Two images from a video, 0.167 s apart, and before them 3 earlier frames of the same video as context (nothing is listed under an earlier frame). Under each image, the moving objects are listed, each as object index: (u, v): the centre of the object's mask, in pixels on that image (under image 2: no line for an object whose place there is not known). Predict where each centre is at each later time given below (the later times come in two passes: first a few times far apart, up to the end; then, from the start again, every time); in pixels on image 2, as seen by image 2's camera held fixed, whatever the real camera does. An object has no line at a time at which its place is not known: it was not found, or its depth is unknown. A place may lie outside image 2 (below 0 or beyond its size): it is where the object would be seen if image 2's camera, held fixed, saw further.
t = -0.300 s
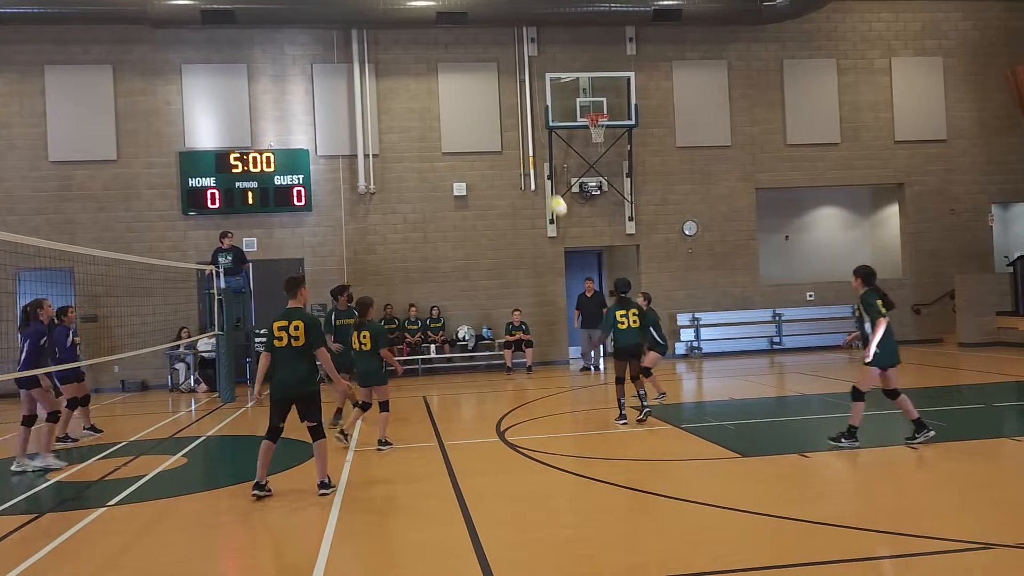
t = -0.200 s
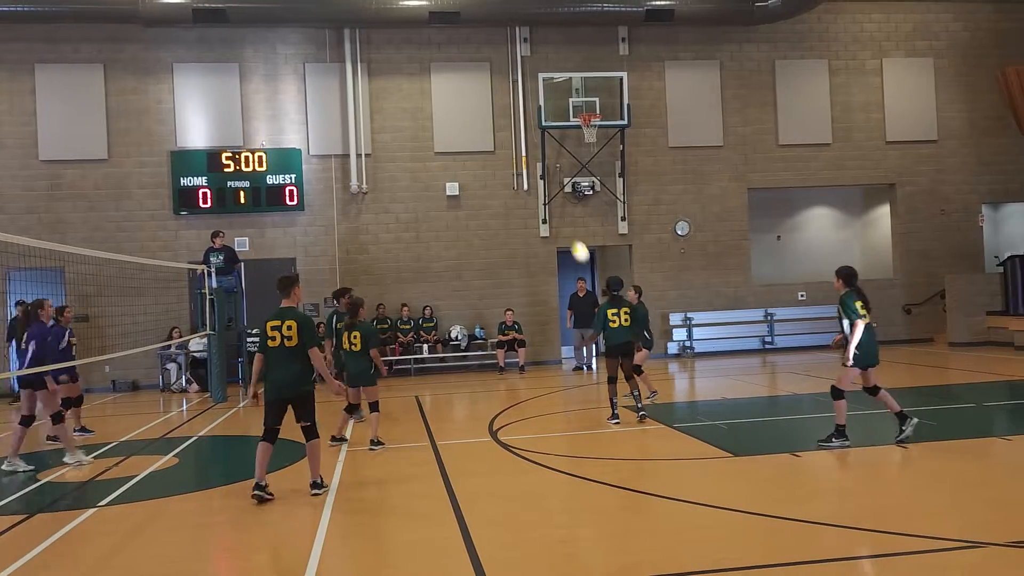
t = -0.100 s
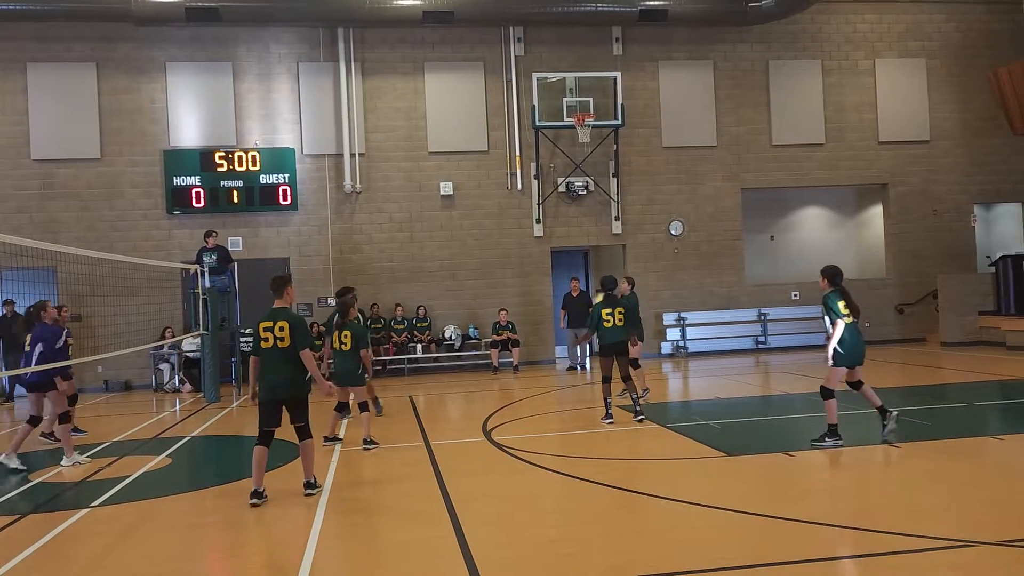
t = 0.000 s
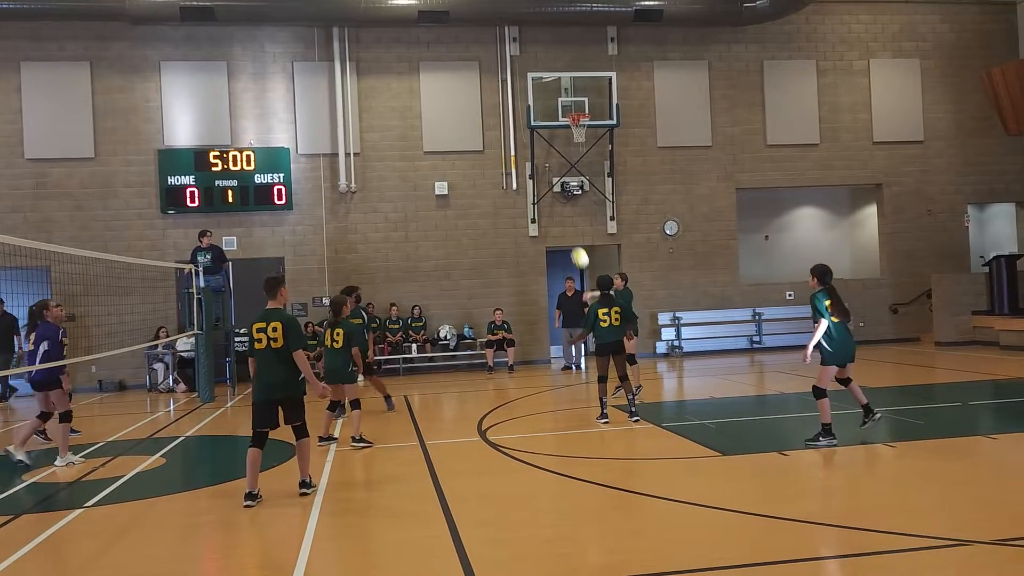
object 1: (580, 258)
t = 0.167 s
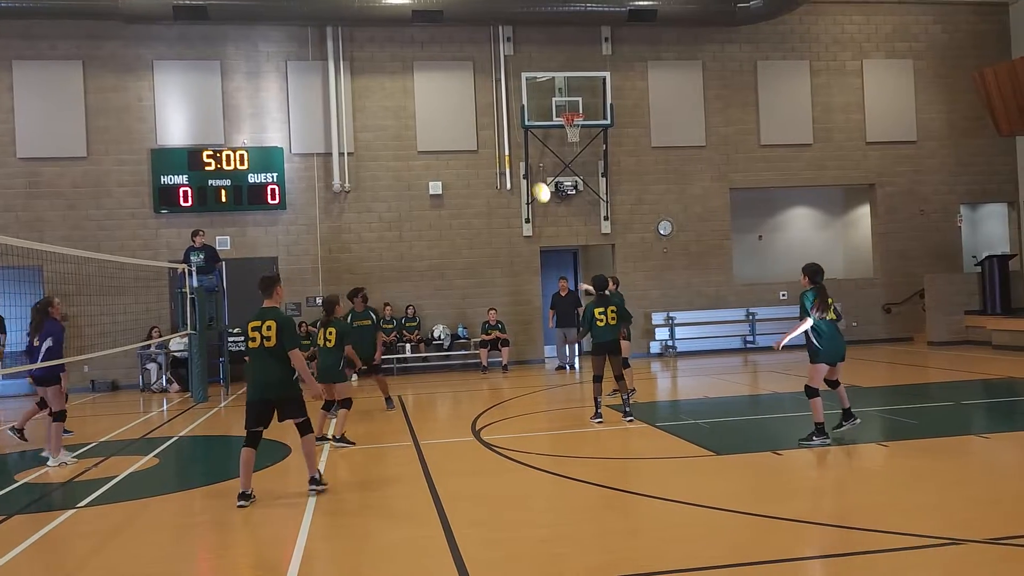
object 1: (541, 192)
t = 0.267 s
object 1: (522, 162)
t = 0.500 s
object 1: (478, 119)
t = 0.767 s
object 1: (428, 122)
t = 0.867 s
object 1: (410, 137)
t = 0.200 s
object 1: (535, 181)
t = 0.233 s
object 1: (529, 171)
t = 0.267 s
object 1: (522, 162)
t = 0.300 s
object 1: (516, 153)
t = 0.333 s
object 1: (509, 145)
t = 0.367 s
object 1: (503, 138)
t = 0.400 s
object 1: (496, 132)
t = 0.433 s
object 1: (490, 127)
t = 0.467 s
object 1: (484, 123)
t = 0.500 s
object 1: (478, 119)
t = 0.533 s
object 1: (472, 117)
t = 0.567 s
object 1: (466, 115)
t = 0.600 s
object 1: (459, 114)
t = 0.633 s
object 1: (453, 114)
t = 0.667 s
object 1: (447, 115)
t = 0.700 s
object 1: (441, 116)
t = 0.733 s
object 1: (434, 118)
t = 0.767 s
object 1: (428, 122)
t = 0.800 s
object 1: (422, 126)
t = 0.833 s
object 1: (416, 132)
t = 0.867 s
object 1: (410, 137)
